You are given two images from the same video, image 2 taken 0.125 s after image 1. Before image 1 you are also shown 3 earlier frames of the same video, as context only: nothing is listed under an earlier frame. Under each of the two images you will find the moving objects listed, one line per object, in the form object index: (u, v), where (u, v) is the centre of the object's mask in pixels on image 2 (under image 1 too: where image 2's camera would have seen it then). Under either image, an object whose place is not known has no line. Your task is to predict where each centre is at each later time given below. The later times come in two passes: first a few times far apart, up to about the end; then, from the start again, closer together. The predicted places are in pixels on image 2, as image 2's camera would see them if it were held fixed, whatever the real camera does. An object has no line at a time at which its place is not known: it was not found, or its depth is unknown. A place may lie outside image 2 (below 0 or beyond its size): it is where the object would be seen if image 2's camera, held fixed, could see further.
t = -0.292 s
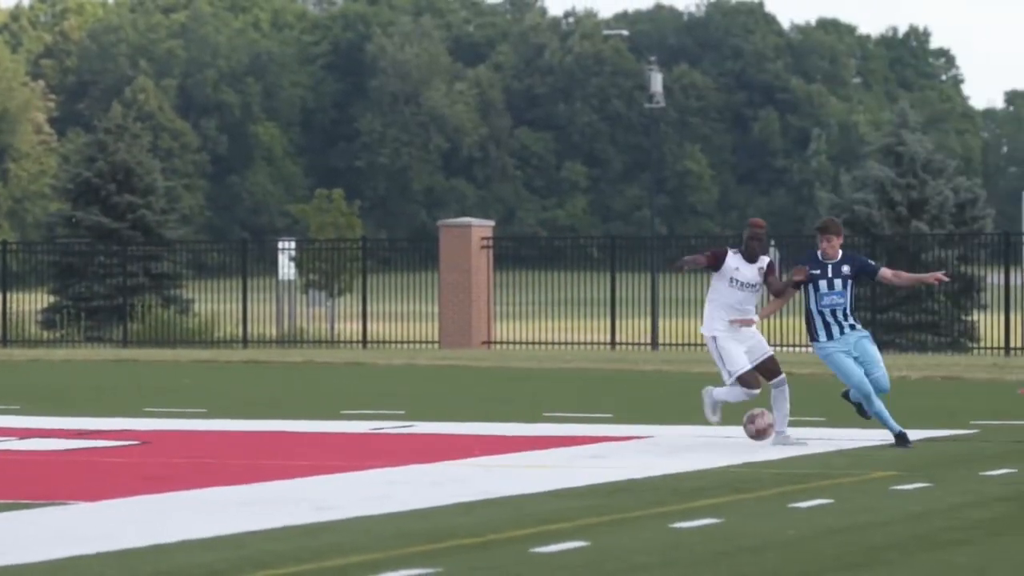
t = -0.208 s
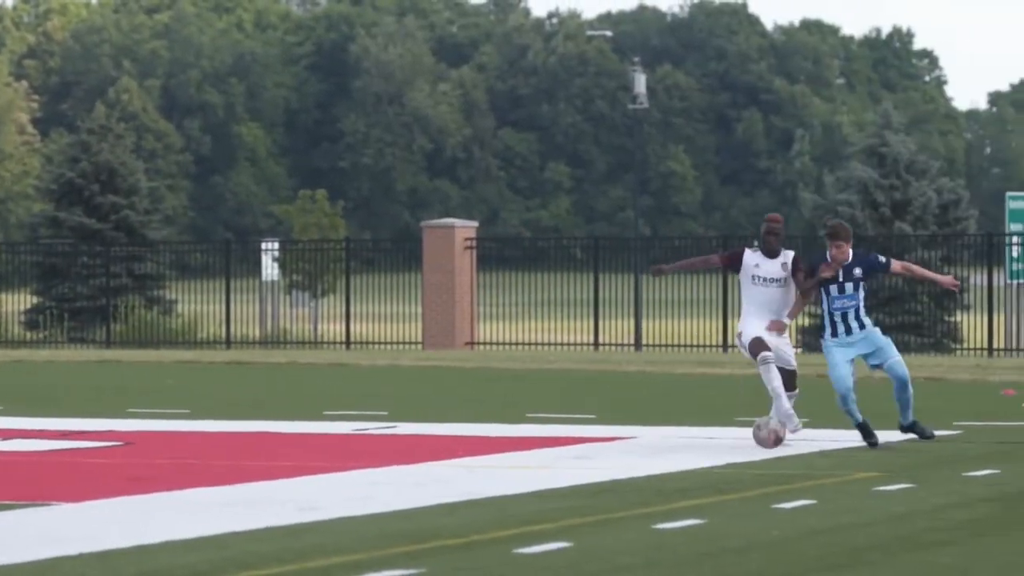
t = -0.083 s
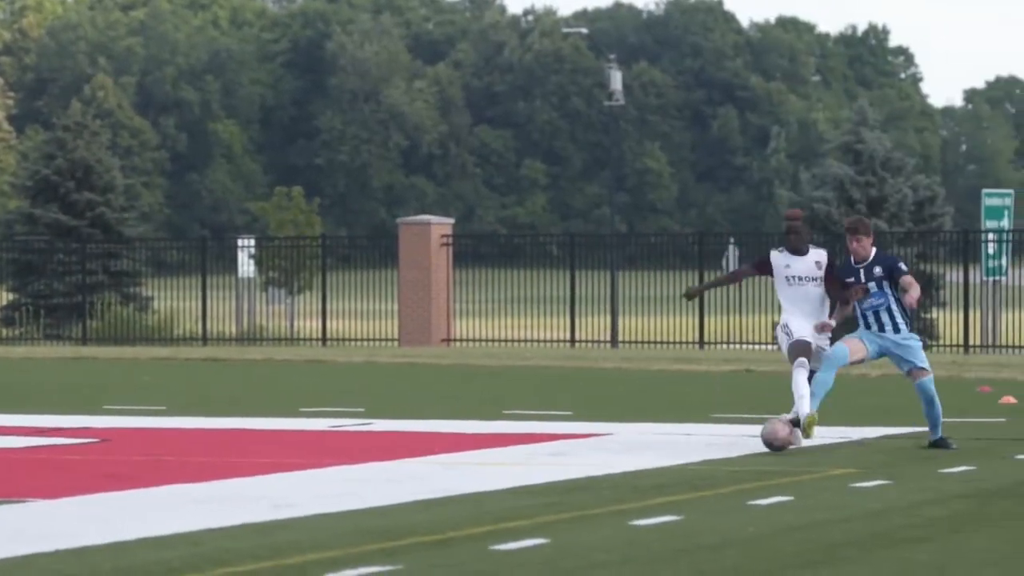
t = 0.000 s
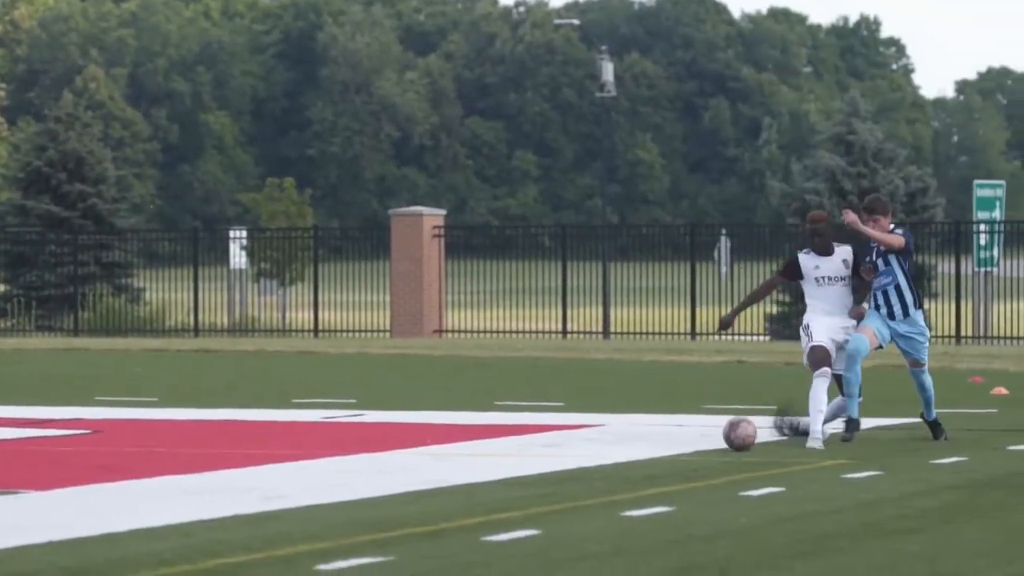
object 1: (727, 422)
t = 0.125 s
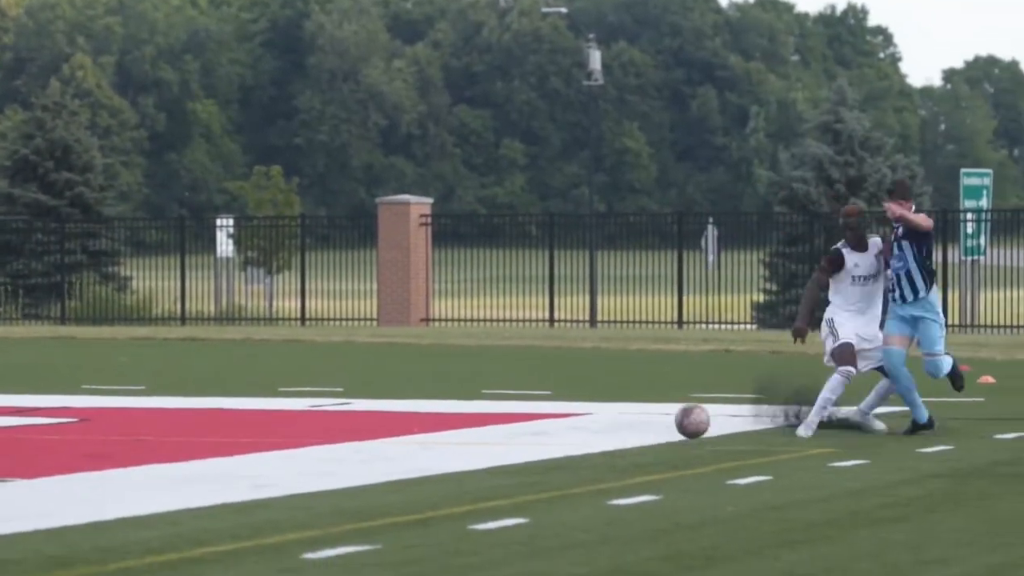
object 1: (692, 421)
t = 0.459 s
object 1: (607, 440)
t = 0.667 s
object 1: (557, 452)
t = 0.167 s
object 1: (677, 428)
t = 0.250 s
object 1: (655, 434)
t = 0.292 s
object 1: (646, 435)
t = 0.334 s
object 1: (634, 438)
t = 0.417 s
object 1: (615, 441)
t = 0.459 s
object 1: (607, 440)
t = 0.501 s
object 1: (595, 442)
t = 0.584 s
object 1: (576, 455)
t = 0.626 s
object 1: (568, 454)
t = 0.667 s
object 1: (557, 452)
